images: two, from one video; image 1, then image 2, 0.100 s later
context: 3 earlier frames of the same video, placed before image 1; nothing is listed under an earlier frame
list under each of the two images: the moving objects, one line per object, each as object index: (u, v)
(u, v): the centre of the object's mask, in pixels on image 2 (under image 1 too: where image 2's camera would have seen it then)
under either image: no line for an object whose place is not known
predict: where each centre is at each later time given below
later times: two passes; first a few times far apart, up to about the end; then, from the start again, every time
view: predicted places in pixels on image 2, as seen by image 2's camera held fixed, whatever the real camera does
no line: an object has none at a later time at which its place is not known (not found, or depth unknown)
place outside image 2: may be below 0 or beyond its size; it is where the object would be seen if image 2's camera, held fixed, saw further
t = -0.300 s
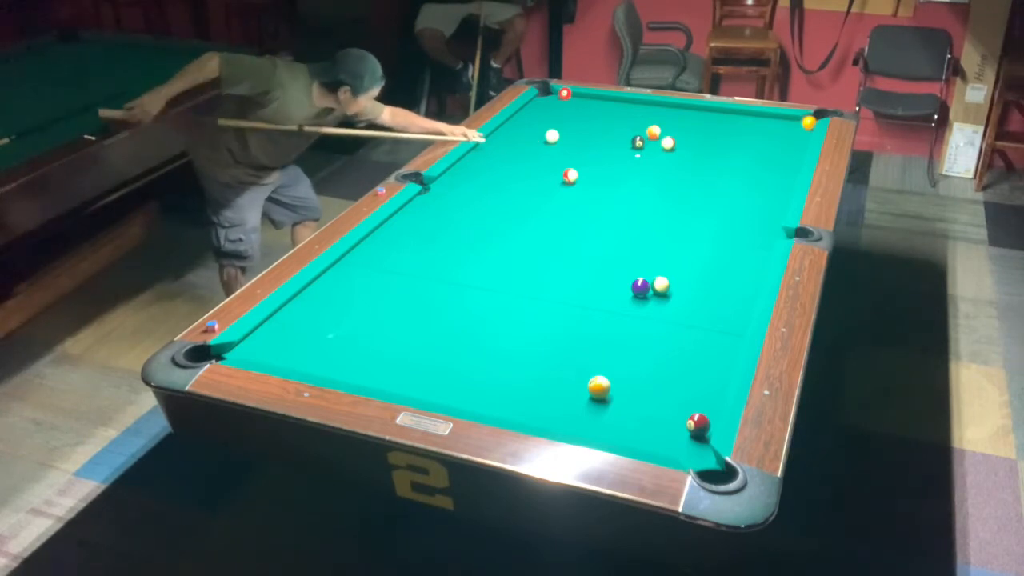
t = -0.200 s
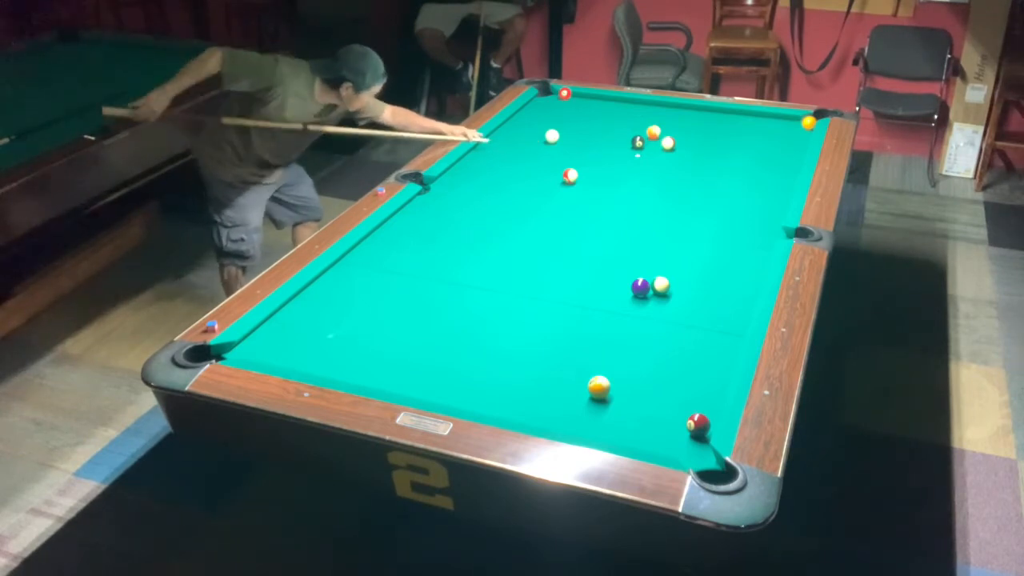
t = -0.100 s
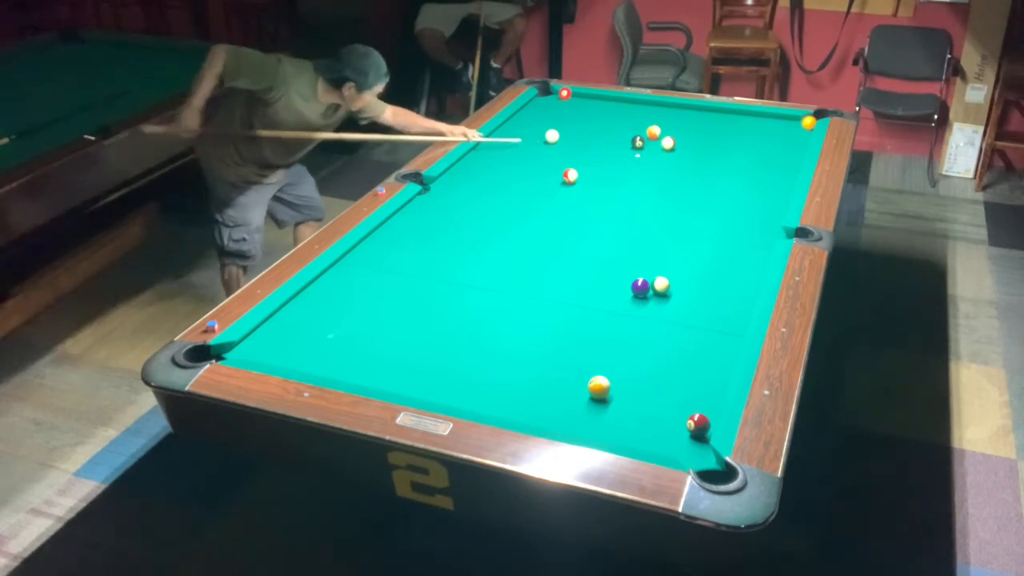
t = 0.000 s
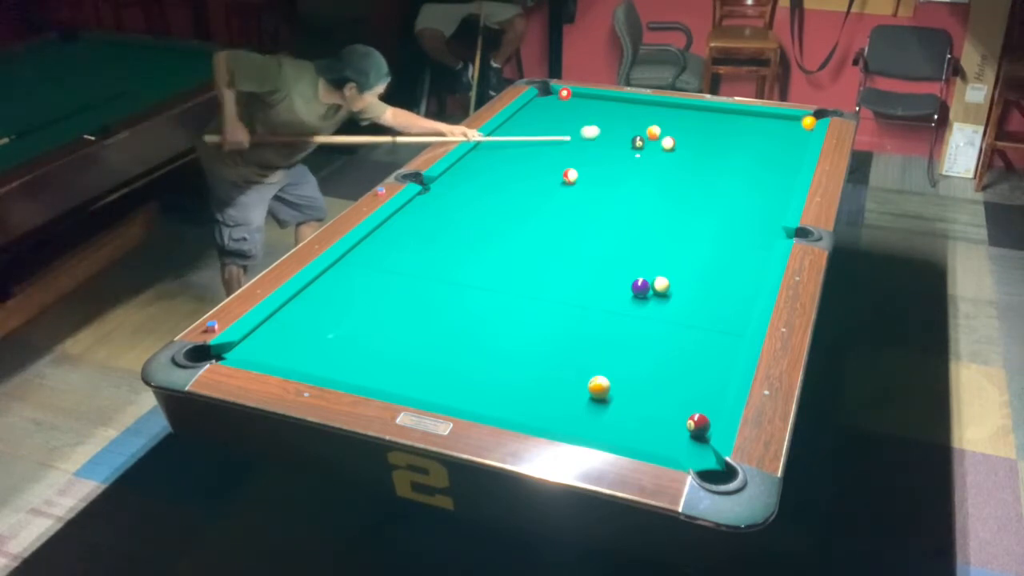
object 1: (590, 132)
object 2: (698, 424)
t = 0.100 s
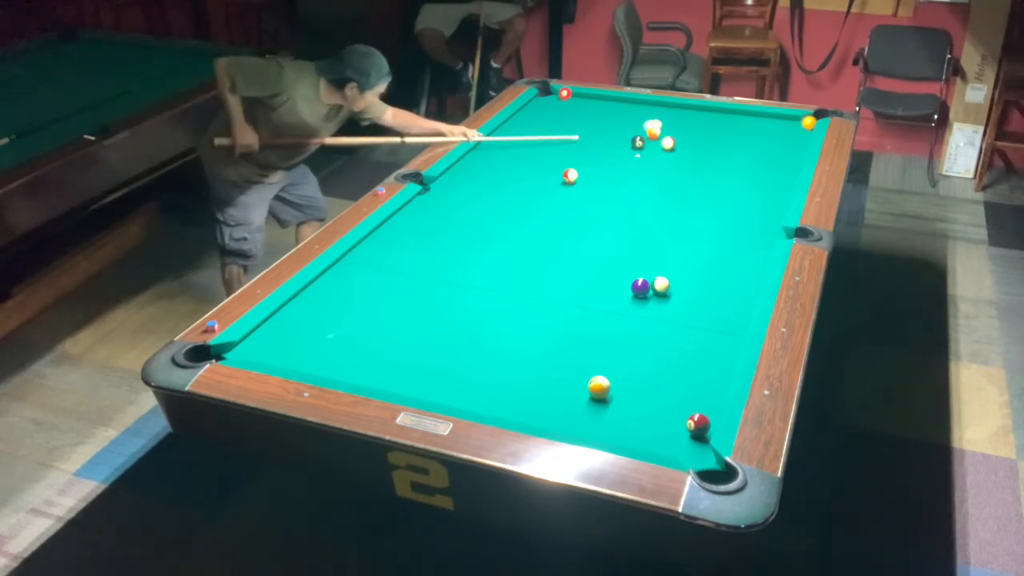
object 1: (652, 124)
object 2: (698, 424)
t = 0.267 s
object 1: (740, 117)
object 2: (698, 424)
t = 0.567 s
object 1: (785, 135)
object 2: (698, 424)
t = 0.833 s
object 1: (780, 158)
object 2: (698, 424)
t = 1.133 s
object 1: (774, 187)
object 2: (698, 424)
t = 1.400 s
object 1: (768, 216)
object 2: (698, 424)
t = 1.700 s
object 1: (761, 252)
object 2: (698, 424)
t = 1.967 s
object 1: (747, 289)
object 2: (698, 424)
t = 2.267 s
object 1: (727, 334)
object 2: (698, 424)
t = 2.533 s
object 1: (707, 382)
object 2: (698, 424)
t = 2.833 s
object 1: (671, 416)
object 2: (689, 441)
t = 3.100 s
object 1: (637, 428)
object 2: (676, 447)
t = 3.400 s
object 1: (597, 427)
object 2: (675, 434)
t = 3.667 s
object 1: (565, 413)
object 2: (674, 422)
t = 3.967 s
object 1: (533, 396)
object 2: (673, 413)
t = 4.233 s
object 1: (507, 383)
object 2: (672, 408)
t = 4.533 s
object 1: (482, 369)
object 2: (671, 402)
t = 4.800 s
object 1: (462, 359)
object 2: (671, 399)
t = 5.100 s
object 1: (442, 349)
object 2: (672, 398)
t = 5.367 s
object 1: (427, 340)
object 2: (672, 397)
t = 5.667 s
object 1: (412, 332)
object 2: (672, 397)
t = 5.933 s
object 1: (401, 325)
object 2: (672, 397)
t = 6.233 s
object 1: (390, 319)
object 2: (672, 397)
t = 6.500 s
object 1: (382, 315)
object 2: (672, 397)
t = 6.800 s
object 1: (376, 311)
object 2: (672, 397)
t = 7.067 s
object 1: (371, 308)
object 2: (672, 397)
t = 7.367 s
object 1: (368, 306)
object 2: (672, 397)
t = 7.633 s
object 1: (366, 305)
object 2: (672, 397)
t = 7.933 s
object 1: (366, 305)
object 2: (672, 397)
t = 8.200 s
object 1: (366, 305)
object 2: (672, 397)
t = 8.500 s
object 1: (366, 305)
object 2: (672, 397)
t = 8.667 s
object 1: (366, 305)
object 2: (672, 397)
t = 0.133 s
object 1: (672, 123)
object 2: (698, 424)
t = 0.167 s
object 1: (690, 122)
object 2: (698, 424)
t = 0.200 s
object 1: (707, 120)
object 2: (698, 424)
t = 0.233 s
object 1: (724, 118)
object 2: (698, 424)
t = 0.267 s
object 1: (740, 117)
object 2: (698, 424)
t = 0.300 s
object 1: (755, 115)
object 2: (698, 424)
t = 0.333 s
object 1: (770, 114)
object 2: (698, 424)
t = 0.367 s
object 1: (782, 118)
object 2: (698, 424)
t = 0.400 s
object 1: (793, 121)
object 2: (698, 424)
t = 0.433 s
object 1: (792, 124)
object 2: (698, 424)
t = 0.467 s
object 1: (789, 127)
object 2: (698, 424)
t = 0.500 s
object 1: (787, 129)
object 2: (698, 424)
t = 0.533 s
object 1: (786, 132)
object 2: (698, 424)
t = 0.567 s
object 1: (785, 135)
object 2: (698, 424)
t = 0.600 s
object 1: (784, 137)
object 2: (698, 424)
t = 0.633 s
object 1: (783, 140)
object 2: (698, 424)
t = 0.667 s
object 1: (783, 143)
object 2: (698, 424)
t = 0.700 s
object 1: (782, 146)
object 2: (698, 424)
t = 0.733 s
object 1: (782, 149)
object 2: (698, 424)
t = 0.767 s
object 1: (781, 152)
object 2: (698, 424)
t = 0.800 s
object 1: (781, 155)
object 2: (698, 424)
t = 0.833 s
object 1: (780, 158)
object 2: (698, 424)
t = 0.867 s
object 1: (779, 161)
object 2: (698, 424)
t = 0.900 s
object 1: (779, 164)
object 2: (698, 424)
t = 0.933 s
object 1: (778, 167)
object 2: (698, 424)
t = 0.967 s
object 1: (778, 170)
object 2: (698, 424)
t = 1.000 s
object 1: (777, 174)
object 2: (698, 424)
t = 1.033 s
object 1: (776, 177)
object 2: (698, 424)
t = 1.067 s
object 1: (776, 180)
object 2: (698, 424)
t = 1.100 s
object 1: (775, 184)
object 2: (698, 424)
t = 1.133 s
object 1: (774, 187)
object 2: (698, 424)
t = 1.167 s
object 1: (774, 190)
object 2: (698, 424)
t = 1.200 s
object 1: (773, 194)
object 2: (698, 424)
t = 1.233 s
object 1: (772, 197)
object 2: (698, 424)
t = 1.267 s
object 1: (771, 201)
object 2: (698, 424)
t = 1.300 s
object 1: (771, 205)
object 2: (698, 424)
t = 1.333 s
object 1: (770, 208)
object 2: (698, 424)
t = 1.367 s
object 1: (769, 212)
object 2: (698, 424)
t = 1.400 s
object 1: (768, 216)
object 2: (698, 424)
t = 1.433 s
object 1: (768, 220)
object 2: (698, 424)
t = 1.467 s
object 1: (767, 223)
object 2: (698, 424)
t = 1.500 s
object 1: (766, 227)
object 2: (698, 424)
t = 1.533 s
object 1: (766, 231)
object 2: (698, 424)
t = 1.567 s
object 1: (765, 235)
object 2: (698, 424)
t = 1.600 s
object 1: (764, 240)
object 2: (698, 424)
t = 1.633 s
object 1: (763, 244)
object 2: (698, 424)
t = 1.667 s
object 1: (762, 248)
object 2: (698, 424)
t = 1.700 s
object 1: (761, 252)
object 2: (698, 424)
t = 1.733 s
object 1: (761, 256)
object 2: (698, 424)
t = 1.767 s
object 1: (759, 261)
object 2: (698, 424)
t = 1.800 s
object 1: (757, 265)
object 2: (698, 424)
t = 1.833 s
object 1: (755, 270)
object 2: (698, 424)
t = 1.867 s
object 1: (753, 274)
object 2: (698, 424)
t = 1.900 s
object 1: (751, 279)
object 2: (698, 424)
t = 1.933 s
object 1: (749, 283)
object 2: (698, 424)
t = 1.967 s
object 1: (747, 289)
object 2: (698, 424)
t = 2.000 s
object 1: (745, 293)
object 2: (698, 424)
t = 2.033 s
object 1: (743, 298)
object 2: (698, 424)
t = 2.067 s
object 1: (741, 303)
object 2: (698, 424)
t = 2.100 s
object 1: (738, 308)
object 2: (698, 424)
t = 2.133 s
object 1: (736, 313)
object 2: (698, 424)
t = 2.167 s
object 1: (734, 318)
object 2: (698, 424)
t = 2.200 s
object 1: (731, 324)
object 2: (698, 424)
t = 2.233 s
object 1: (729, 329)
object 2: (698, 424)
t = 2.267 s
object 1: (727, 334)
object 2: (698, 424)
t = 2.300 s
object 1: (724, 340)
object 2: (698, 424)
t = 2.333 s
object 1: (722, 345)
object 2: (698, 424)
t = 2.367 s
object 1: (719, 351)
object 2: (698, 424)
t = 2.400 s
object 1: (717, 357)
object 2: (698, 424)
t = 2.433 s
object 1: (714, 363)
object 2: (698, 424)
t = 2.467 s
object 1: (712, 369)
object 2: (698, 424)
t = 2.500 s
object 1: (709, 375)
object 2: (698, 424)
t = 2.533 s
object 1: (707, 382)
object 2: (698, 424)
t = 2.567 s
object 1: (704, 388)
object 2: (698, 424)
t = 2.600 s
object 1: (701, 394)
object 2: (698, 424)
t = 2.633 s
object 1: (698, 400)
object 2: (698, 424)
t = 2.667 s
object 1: (695, 405)
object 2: (698, 424)
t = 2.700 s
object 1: (690, 409)
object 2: (699, 429)
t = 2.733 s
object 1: (685, 411)
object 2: (699, 434)
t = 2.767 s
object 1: (681, 413)
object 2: (695, 437)
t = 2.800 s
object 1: (676, 414)
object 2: (692, 439)
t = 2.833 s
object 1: (671, 416)
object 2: (689, 441)
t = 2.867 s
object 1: (667, 418)
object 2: (686, 444)
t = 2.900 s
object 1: (662, 419)
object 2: (683, 446)
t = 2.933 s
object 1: (658, 421)
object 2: (680, 449)
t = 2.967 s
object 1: (655, 422)
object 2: (679, 450)
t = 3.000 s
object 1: (651, 423)
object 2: (677, 449)
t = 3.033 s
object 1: (646, 425)
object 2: (677, 448)
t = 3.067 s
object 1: (641, 427)
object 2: (676, 447)
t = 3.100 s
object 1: (637, 428)
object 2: (676, 447)
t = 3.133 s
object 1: (633, 429)
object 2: (676, 444)
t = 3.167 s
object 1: (628, 431)
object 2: (676, 444)
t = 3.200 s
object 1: (624, 431)
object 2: (676, 443)
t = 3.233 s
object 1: (619, 432)
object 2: (675, 440)
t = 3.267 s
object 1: (614, 433)
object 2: (675, 438)
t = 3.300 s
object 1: (610, 433)
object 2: (675, 437)
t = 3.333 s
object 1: (606, 431)
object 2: (675, 436)
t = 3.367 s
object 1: (601, 429)
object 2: (675, 435)
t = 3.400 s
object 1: (597, 427)
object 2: (675, 434)
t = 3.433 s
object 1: (593, 426)
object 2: (675, 432)
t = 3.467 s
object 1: (589, 424)
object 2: (675, 430)
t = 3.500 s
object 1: (584, 423)
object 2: (675, 429)
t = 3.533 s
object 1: (580, 421)
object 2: (675, 428)
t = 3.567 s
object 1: (576, 419)
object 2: (675, 426)
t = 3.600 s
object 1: (572, 418)
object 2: (674, 425)
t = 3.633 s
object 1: (569, 416)
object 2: (674, 423)
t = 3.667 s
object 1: (565, 413)
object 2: (674, 422)
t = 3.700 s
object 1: (561, 411)
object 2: (674, 421)
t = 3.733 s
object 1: (557, 409)
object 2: (674, 421)
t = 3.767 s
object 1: (553, 407)
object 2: (674, 419)
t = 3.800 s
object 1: (550, 405)
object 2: (674, 418)
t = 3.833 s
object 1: (546, 403)
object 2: (674, 417)
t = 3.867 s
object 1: (543, 402)
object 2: (673, 416)
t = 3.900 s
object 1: (539, 399)
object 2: (673, 415)
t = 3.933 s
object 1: (536, 398)
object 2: (673, 414)
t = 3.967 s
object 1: (533, 396)
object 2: (673, 413)
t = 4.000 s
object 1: (529, 395)
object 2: (673, 413)
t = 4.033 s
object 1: (526, 392)
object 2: (673, 412)
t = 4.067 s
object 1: (523, 391)
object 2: (673, 411)
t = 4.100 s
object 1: (519, 389)
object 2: (672, 411)
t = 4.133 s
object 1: (516, 388)
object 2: (672, 410)
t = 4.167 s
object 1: (513, 386)
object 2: (672, 409)
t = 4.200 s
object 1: (510, 384)
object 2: (672, 408)
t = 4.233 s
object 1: (507, 383)
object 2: (672, 408)
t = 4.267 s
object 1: (504, 381)
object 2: (672, 407)
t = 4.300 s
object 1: (501, 379)
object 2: (672, 406)
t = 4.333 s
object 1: (499, 378)
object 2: (672, 406)
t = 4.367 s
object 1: (496, 376)
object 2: (671, 405)
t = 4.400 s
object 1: (493, 375)
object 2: (672, 404)
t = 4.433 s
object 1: (490, 374)
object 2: (671, 404)
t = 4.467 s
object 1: (487, 372)
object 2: (671, 403)
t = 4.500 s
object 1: (484, 370)
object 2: (671, 402)
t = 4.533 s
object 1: (482, 369)
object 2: (671, 402)
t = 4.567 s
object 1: (479, 368)
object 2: (671, 401)
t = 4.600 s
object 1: (477, 367)
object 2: (671, 401)
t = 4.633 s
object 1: (474, 365)
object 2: (671, 400)
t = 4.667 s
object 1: (472, 364)
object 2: (671, 400)
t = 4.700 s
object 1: (469, 362)
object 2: (671, 400)
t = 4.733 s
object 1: (467, 361)
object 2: (671, 400)
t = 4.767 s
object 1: (464, 360)
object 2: (671, 399)
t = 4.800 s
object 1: (462, 359)
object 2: (671, 399)
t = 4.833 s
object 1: (460, 358)
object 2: (671, 399)
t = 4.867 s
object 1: (457, 357)
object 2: (671, 399)
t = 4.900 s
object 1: (455, 356)
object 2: (671, 399)
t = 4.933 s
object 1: (453, 354)
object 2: (671, 398)
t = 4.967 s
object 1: (451, 353)
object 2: (671, 398)
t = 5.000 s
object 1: (448, 352)
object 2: (671, 398)
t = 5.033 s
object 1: (446, 351)
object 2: (672, 398)
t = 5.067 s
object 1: (444, 350)
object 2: (672, 398)
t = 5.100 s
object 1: (442, 349)
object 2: (672, 398)
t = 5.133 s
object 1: (440, 348)
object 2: (672, 398)
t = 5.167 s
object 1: (438, 347)
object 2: (672, 398)
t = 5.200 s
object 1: (436, 345)
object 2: (672, 398)
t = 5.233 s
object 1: (434, 344)
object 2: (672, 398)
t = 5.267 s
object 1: (432, 343)
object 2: (672, 397)
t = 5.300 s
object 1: (430, 342)
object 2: (672, 397)
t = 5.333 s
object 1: (429, 341)
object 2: (672, 397)
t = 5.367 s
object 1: (427, 340)
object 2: (672, 397)
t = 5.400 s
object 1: (425, 339)
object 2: (672, 397)
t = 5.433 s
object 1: (424, 338)
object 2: (672, 397)
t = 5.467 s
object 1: (422, 337)
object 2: (672, 397)
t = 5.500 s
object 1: (420, 336)
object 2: (672, 397)
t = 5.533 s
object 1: (418, 335)
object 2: (672, 397)
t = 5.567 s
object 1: (417, 334)
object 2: (672, 397)
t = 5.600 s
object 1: (415, 333)
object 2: (672, 397)
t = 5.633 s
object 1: (414, 332)
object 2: (672, 397)
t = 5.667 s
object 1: (412, 332)
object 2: (672, 397)
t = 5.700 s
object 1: (411, 331)
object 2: (672, 397)
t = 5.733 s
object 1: (409, 330)
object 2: (672, 397)
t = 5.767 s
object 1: (408, 329)
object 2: (672, 397)
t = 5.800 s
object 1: (406, 328)
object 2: (672, 397)
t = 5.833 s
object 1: (405, 327)
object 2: (672, 397)
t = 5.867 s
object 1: (404, 327)
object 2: (672, 397)
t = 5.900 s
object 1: (402, 326)
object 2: (672, 397)
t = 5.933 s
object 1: (401, 325)
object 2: (672, 397)
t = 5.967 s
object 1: (400, 324)
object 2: (672, 397)
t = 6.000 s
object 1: (398, 324)
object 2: (672, 397)
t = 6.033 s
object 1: (397, 323)
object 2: (672, 397)
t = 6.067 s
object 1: (396, 322)
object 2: (672, 397)
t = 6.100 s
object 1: (395, 322)
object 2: (672, 397)
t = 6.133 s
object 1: (393, 321)
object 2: (672, 397)
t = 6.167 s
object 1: (392, 321)
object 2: (672, 397)
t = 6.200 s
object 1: (391, 320)
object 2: (672, 397)
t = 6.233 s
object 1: (390, 319)
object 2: (672, 397)
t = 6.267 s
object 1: (389, 319)
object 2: (672, 397)
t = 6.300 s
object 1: (388, 318)
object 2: (672, 397)
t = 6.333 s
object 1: (387, 318)
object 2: (672, 397)
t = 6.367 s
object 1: (386, 317)
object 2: (672, 397)
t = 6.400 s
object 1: (385, 317)
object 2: (672, 397)
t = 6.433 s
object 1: (384, 316)
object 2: (672, 397)
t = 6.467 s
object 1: (383, 316)
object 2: (672, 397)
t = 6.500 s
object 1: (382, 315)
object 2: (672, 397)
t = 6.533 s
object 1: (381, 315)
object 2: (672, 397)
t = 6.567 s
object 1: (381, 314)
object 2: (672, 397)
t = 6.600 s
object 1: (380, 314)
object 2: (672, 397)
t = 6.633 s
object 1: (379, 313)
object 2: (672, 397)
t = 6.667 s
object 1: (378, 313)
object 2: (672, 397)
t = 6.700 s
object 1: (378, 312)
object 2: (672, 397)
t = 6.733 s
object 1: (377, 312)
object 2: (672, 397)
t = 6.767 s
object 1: (376, 312)
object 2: (672, 397)
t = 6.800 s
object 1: (376, 311)
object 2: (672, 397)
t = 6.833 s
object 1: (375, 311)
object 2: (672, 397)
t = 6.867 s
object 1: (374, 311)
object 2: (672, 397)
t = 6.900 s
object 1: (374, 310)
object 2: (672, 397)
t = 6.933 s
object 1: (373, 310)
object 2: (672, 397)
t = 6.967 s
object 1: (373, 309)
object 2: (672, 397)
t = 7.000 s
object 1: (372, 309)
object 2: (672, 397)
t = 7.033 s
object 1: (372, 308)
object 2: (672, 397)
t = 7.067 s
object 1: (371, 308)
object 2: (672, 397)
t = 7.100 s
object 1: (371, 308)
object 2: (672, 397)
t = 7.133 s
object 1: (371, 308)
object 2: (672, 397)
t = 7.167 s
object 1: (370, 307)
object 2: (672, 397)
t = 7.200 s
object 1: (370, 307)
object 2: (672, 397)
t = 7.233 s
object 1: (370, 307)
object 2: (672, 397)
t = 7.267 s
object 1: (369, 307)
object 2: (672, 397)
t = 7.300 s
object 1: (369, 307)
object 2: (672, 397)
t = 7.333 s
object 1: (369, 306)
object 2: (672, 397)
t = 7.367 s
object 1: (368, 306)
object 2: (672, 397)
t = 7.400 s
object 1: (368, 306)
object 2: (672, 397)
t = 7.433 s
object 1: (368, 306)
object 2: (672, 397)
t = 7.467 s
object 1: (367, 306)
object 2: (672, 397)
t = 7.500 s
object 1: (367, 306)
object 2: (672, 397)
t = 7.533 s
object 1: (367, 306)
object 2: (672, 397)
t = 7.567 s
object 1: (367, 305)
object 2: (672, 397)
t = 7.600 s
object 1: (367, 305)
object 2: (672, 397)
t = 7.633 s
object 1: (366, 305)
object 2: (672, 397)
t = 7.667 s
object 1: (366, 305)
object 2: (672, 397)
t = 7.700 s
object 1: (366, 305)
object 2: (672, 397)
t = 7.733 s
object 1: (366, 305)
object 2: (672, 397)
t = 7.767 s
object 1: (366, 305)
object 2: (672, 397)
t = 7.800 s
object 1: (366, 305)
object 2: (672, 397)
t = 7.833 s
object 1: (366, 305)
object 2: (672, 397)
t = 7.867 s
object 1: (366, 305)
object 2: (672, 397)
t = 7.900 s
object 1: (366, 305)
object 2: (672, 397)
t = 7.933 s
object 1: (366, 305)
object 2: (672, 397)
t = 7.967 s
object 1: (366, 305)
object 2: (672, 397)
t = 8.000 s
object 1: (366, 305)
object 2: (672, 397)
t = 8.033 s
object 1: (366, 305)
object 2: (672, 397)
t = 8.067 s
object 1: (366, 305)
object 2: (672, 397)
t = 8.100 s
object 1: (366, 305)
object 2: (672, 397)
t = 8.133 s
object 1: (366, 305)
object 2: (672, 397)
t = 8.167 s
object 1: (366, 305)
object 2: (672, 397)
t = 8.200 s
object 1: (366, 305)
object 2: (672, 397)
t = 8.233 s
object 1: (366, 305)
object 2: (672, 397)
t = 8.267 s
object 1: (366, 305)
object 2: (672, 397)
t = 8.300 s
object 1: (366, 305)
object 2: (672, 397)
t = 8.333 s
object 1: (366, 305)
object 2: (672, 397)
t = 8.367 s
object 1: (366, 305)
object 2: (672, 397)
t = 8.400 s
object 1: (366, 305)
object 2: (672, 397)
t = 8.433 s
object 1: (366, 305)
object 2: (672, 397)
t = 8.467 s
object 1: (366, 305)
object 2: (672, 397)
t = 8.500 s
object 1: (366, 305)
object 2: (672, 397)
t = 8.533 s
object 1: (366, 305)
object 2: (672, 397)
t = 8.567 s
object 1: (366, 305)
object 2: (672, 397)
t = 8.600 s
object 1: (366, 305)
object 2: (672, 397)
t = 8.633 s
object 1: (366, 305)
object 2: (672, 397)
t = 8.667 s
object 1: (366, 305)
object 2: (672, 397)
